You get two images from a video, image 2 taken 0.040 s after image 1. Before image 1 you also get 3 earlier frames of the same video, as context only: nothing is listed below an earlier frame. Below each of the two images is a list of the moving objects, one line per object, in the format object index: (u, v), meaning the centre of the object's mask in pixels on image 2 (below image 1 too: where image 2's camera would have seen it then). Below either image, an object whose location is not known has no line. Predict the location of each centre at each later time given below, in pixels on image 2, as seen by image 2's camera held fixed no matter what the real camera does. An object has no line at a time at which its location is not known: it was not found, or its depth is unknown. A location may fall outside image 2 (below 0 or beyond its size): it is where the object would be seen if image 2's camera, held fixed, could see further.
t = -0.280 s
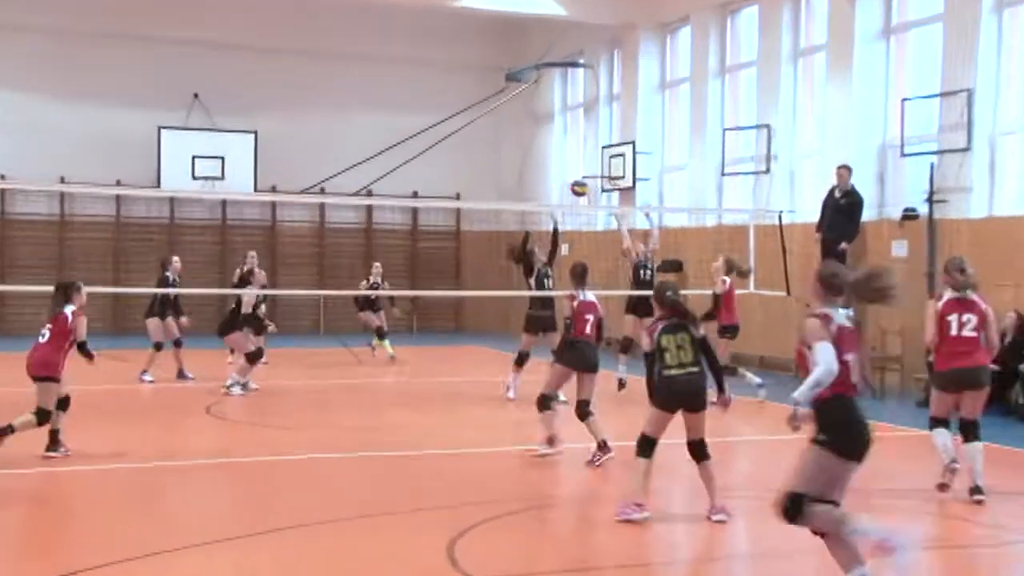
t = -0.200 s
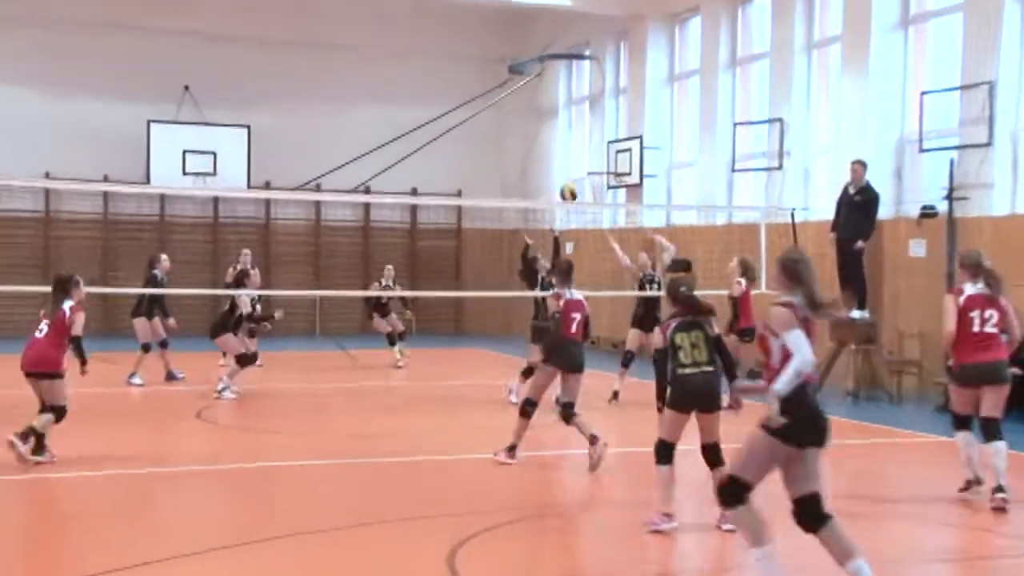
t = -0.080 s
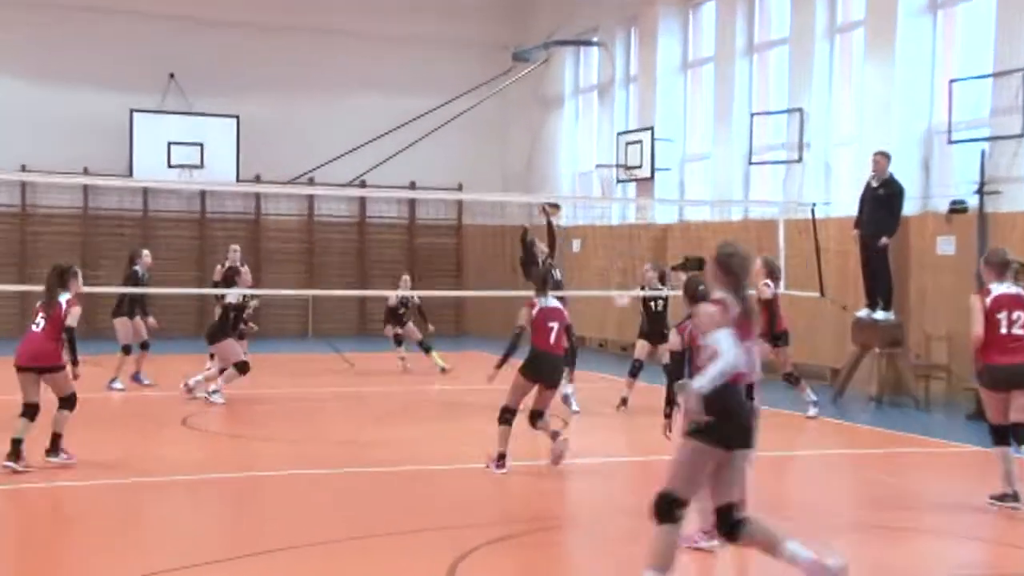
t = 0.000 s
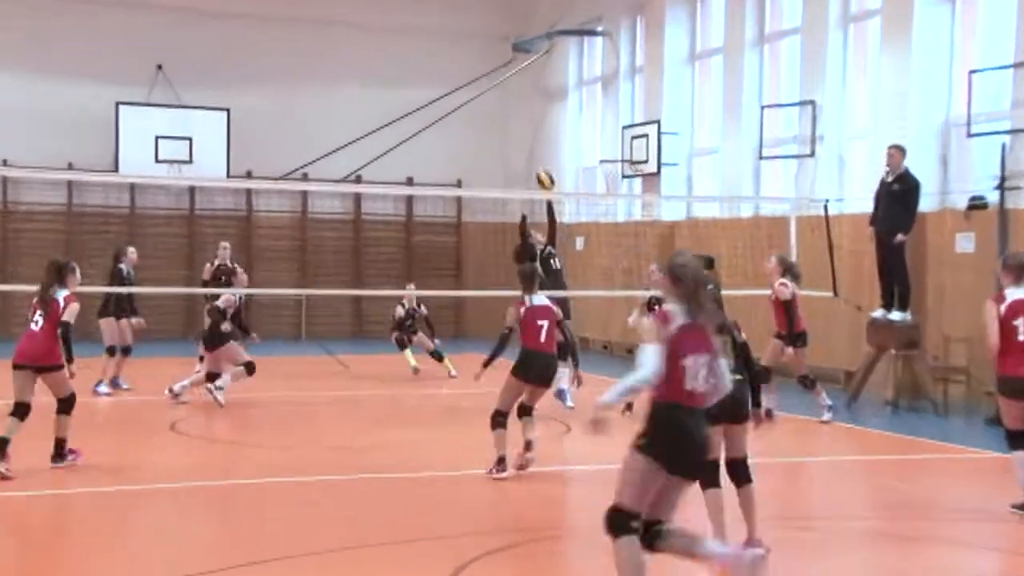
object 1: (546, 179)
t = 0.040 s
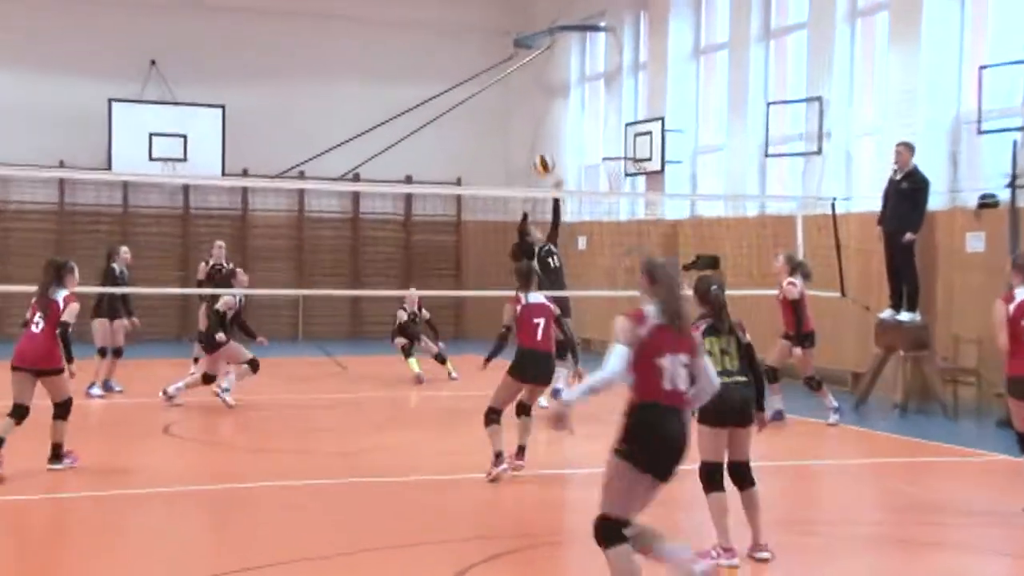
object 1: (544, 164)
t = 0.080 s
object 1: (542, 153)
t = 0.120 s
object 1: (541, 142)
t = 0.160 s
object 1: (542, 132)
